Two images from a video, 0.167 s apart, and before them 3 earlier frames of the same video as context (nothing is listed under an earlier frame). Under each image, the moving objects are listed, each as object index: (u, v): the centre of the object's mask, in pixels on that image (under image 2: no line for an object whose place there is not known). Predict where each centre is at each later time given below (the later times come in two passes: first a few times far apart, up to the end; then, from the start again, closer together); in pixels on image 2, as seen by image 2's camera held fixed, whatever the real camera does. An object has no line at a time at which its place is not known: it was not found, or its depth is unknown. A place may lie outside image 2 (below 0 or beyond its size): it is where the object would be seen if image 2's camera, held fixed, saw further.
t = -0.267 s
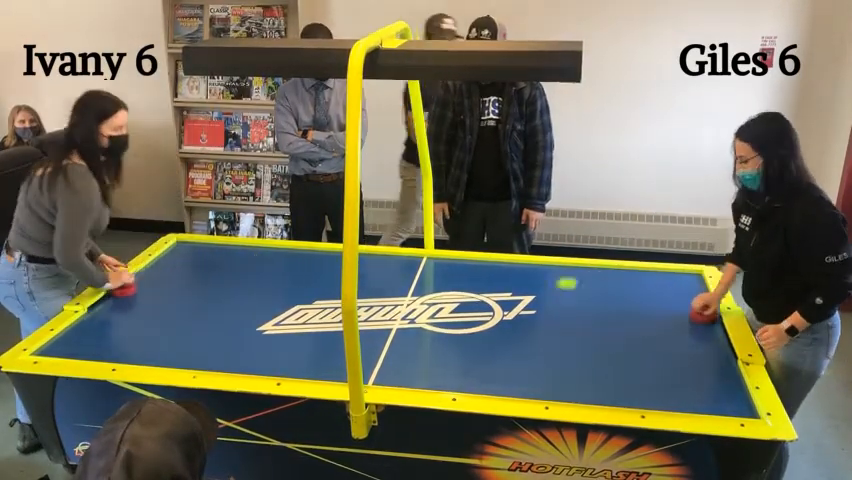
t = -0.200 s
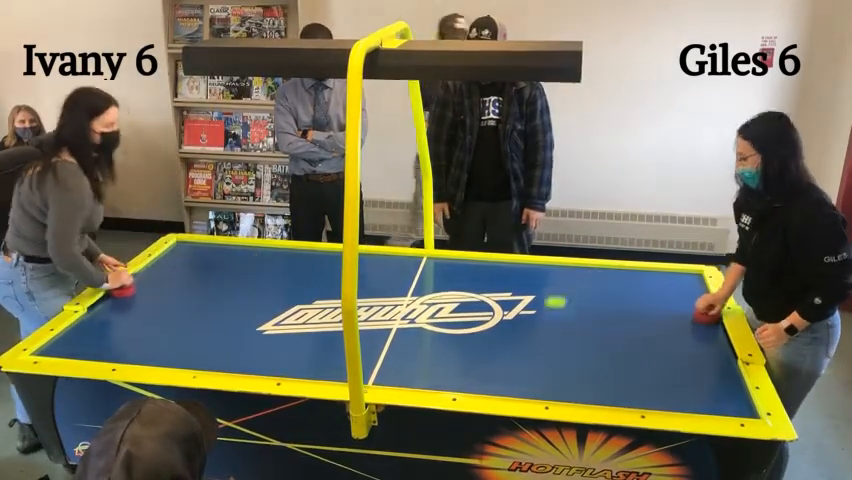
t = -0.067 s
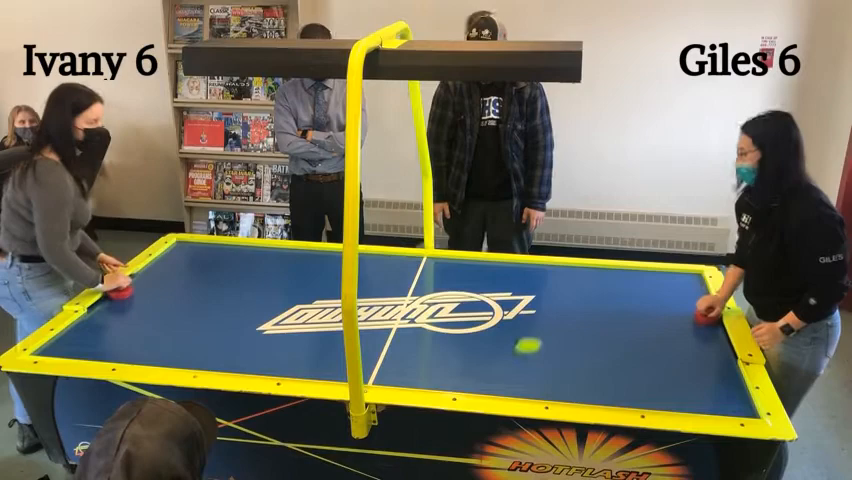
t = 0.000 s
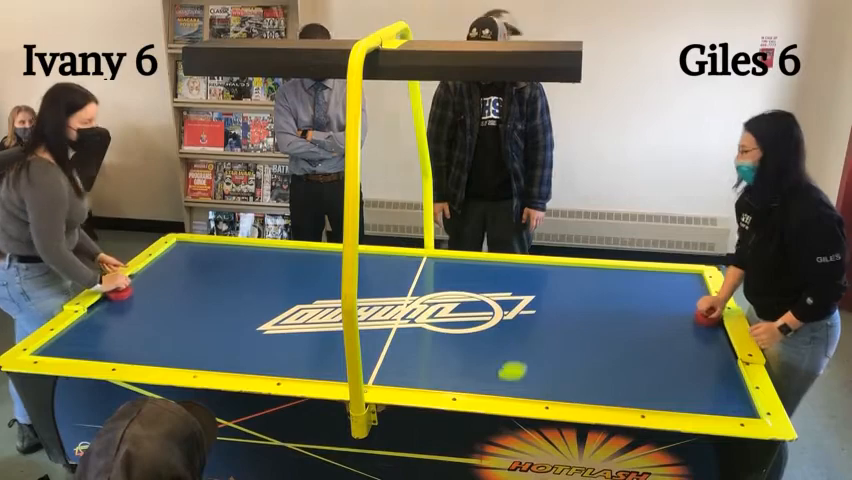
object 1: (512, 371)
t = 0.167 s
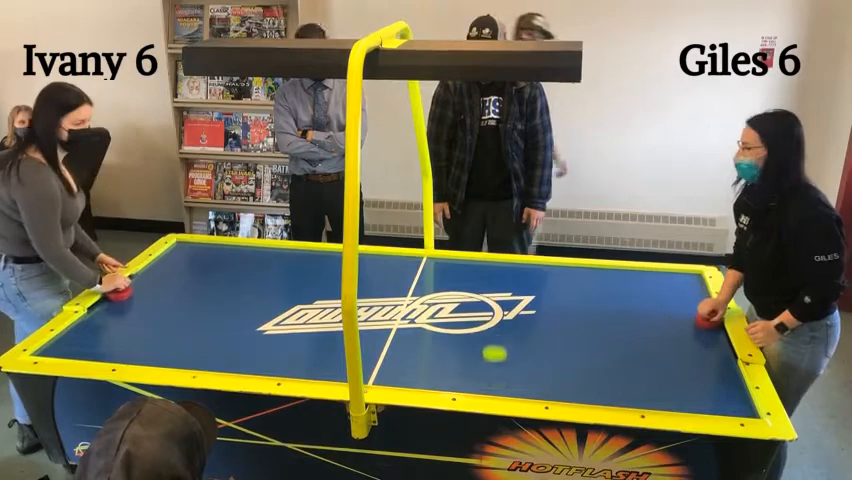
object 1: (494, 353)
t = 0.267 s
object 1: (492, 325)
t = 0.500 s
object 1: (485, 267)
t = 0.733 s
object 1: (481, 306)
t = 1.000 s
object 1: (477, 373)
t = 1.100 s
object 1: (480, 381)
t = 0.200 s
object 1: (493, 343)
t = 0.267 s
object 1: (492, 325)
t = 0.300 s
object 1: (488, 314)
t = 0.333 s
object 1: (489, 306)
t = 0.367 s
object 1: (488, 297)
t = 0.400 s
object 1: (487, 289)
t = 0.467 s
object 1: (486, 274)
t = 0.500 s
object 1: (485, 267)
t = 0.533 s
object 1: (485, 266)
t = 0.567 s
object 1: (485, 272)
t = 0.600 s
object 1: (484, 278)
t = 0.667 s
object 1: (483, 290)
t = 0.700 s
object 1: (481, 298)
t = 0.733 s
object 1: (481, 306)
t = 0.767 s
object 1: (482, 312)
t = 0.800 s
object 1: (481, 321)
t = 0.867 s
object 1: (481, 337)
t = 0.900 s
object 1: (479, 345)
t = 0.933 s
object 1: (479, 354)
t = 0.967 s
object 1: (478, 363)
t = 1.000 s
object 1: (477, 373)
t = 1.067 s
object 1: (477, 388)
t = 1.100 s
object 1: (480, 381)
